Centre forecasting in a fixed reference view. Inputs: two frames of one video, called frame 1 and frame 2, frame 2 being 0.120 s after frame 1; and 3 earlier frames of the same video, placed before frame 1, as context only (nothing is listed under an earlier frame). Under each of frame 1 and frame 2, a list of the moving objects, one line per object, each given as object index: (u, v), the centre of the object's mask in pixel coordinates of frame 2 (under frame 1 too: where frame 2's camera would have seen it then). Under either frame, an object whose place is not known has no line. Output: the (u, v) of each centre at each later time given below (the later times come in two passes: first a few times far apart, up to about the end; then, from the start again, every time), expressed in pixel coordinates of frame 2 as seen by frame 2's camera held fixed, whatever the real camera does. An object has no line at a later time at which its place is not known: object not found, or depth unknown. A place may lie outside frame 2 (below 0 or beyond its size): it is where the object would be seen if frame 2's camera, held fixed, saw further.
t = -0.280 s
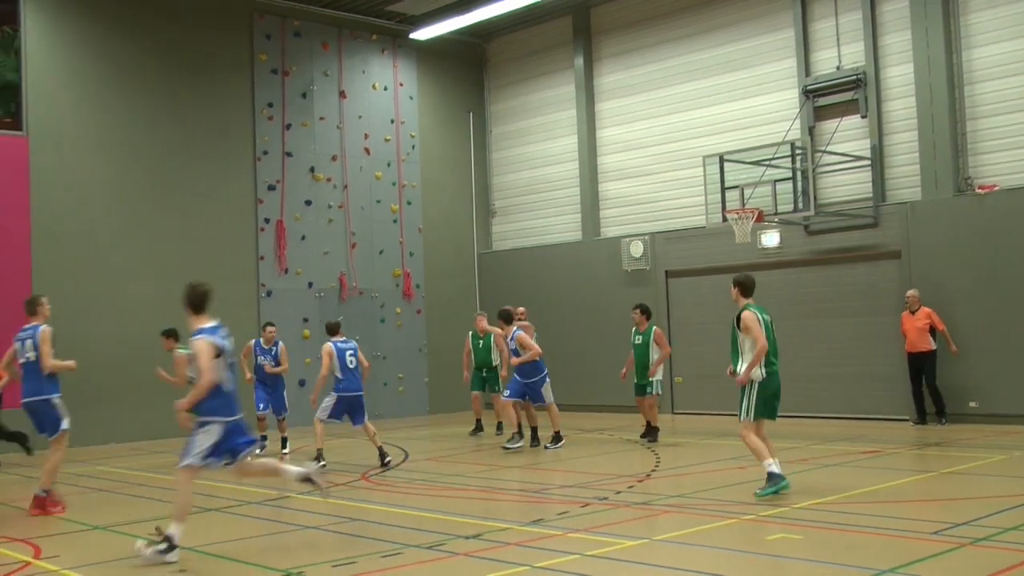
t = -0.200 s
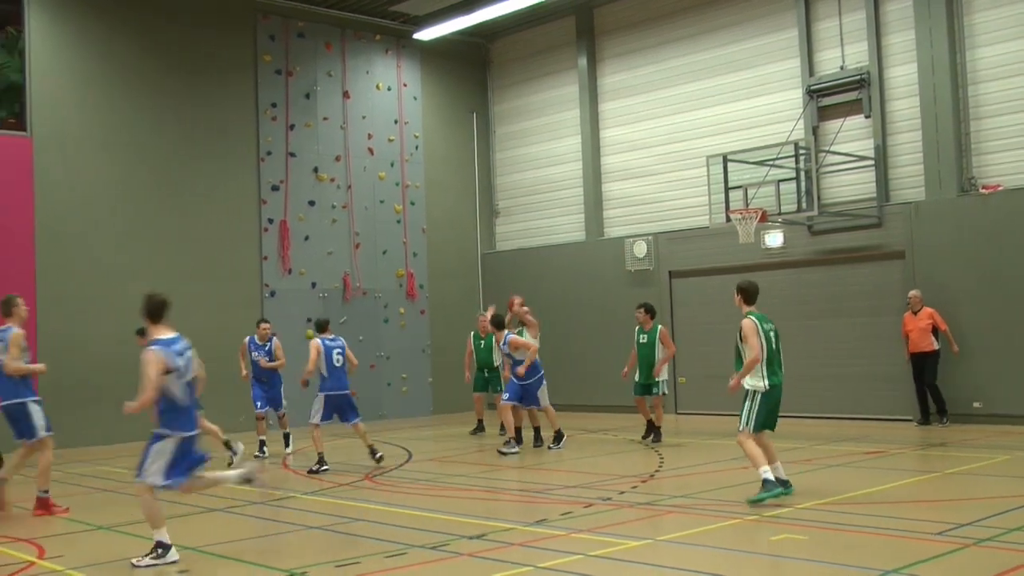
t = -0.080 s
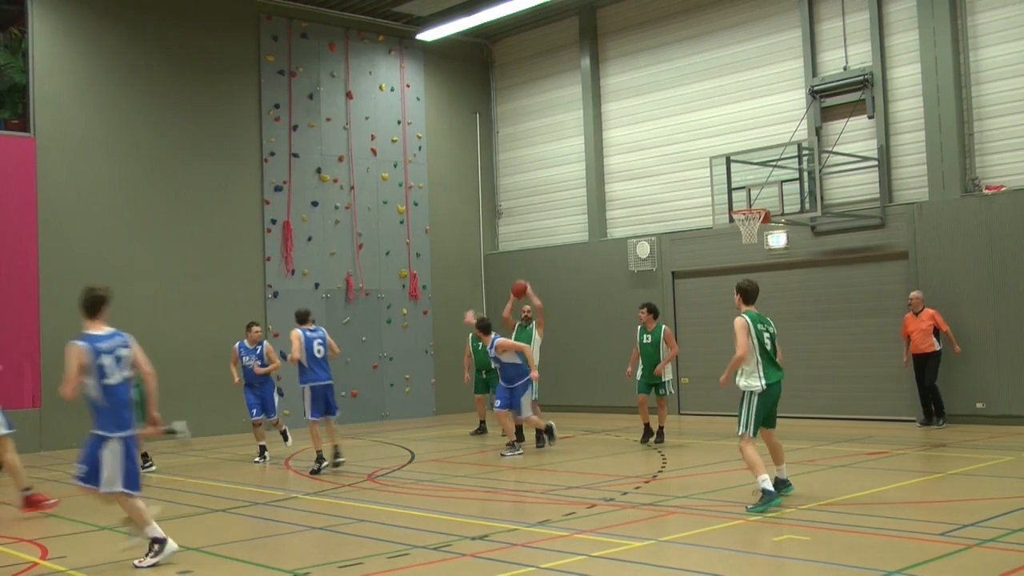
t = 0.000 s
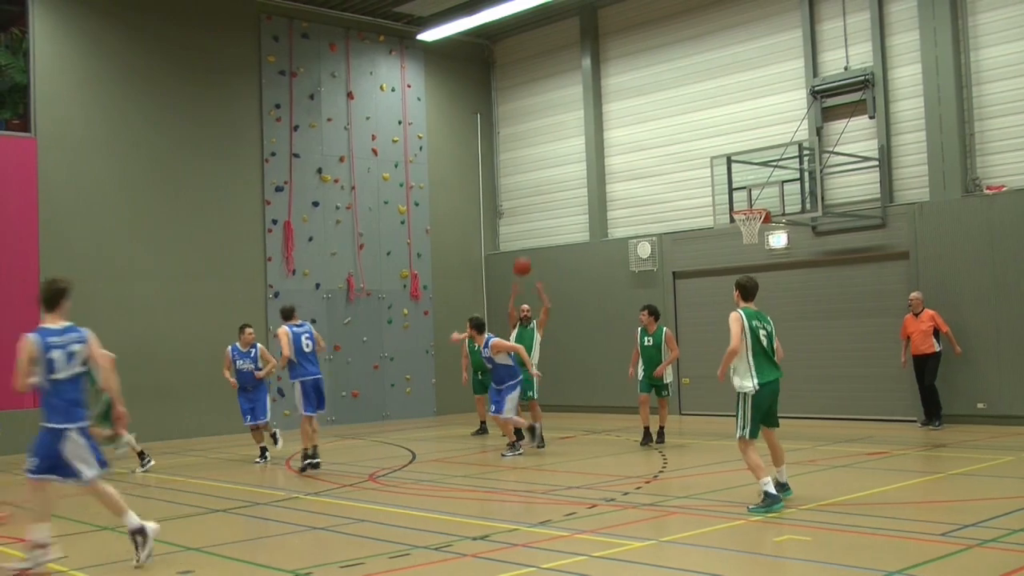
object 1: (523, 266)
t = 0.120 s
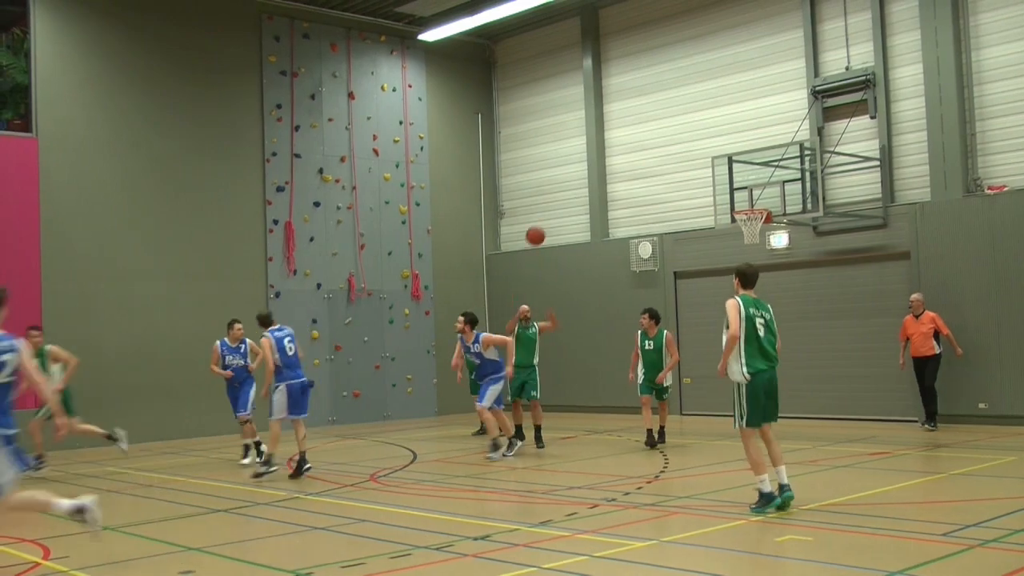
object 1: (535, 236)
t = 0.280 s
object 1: (556, 207)
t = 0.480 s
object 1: (593, 200)
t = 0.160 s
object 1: (540, 227)
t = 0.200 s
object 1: (545, 220)
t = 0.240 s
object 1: (550, 213)
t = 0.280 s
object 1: (556, 207)
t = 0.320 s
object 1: (562, 203)
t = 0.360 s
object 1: (569, 200)
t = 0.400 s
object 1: (576, 198)
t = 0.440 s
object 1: (584, 198)
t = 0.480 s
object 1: (593, 200)
